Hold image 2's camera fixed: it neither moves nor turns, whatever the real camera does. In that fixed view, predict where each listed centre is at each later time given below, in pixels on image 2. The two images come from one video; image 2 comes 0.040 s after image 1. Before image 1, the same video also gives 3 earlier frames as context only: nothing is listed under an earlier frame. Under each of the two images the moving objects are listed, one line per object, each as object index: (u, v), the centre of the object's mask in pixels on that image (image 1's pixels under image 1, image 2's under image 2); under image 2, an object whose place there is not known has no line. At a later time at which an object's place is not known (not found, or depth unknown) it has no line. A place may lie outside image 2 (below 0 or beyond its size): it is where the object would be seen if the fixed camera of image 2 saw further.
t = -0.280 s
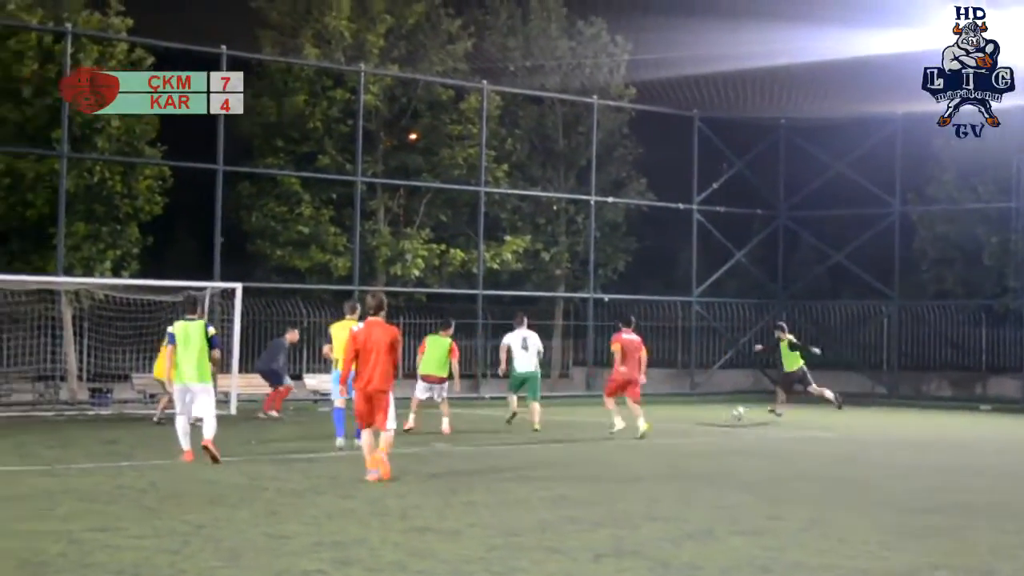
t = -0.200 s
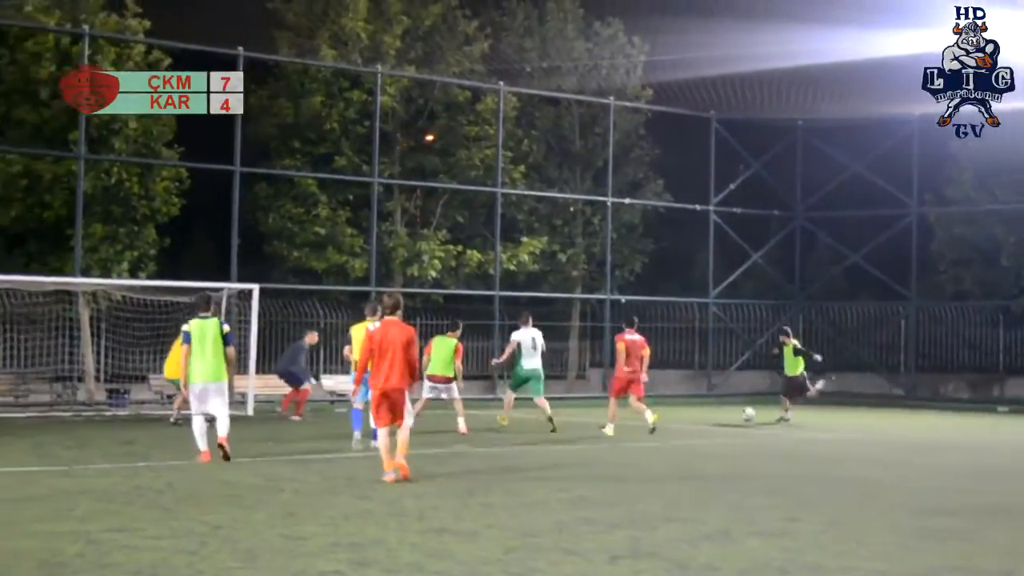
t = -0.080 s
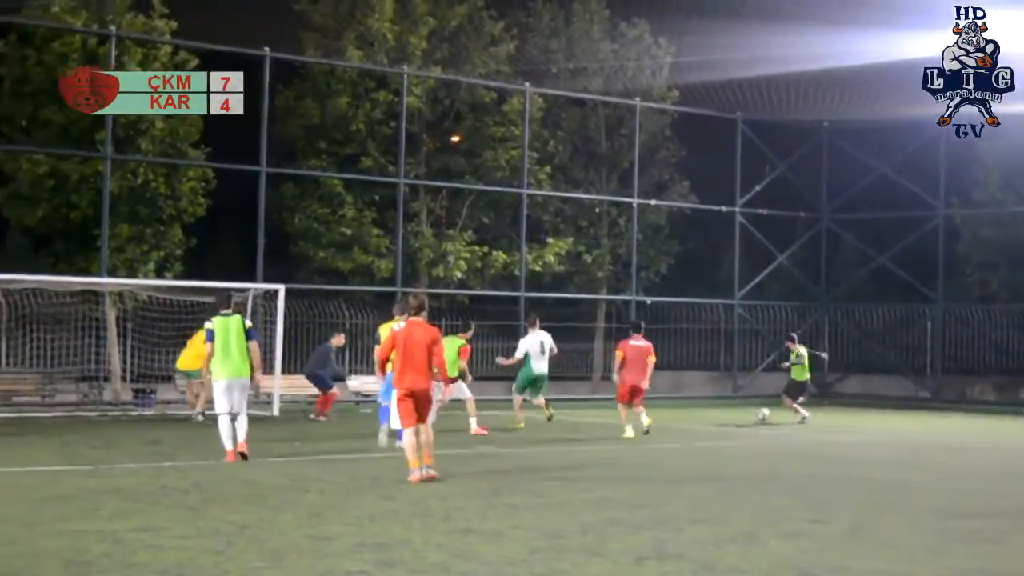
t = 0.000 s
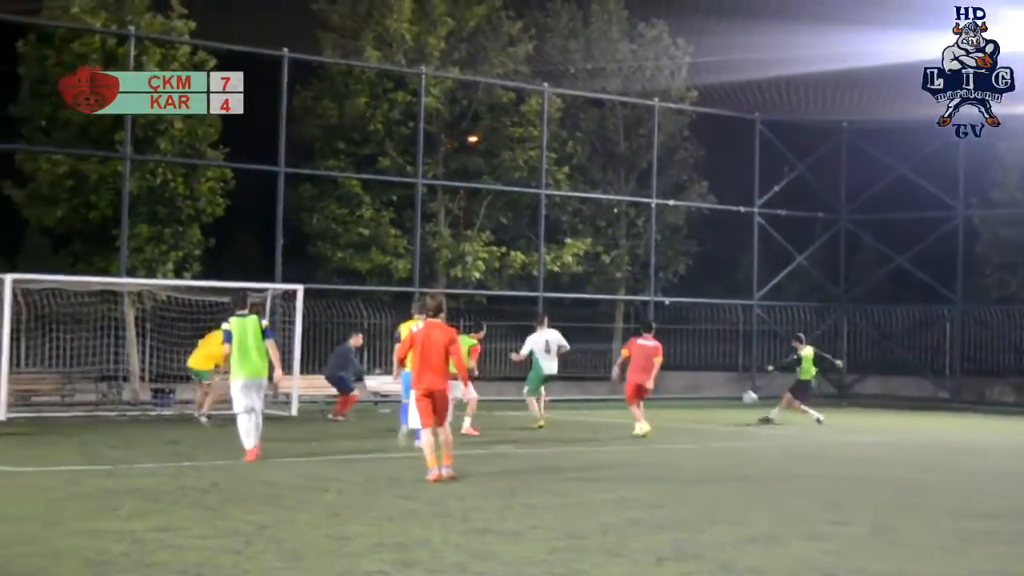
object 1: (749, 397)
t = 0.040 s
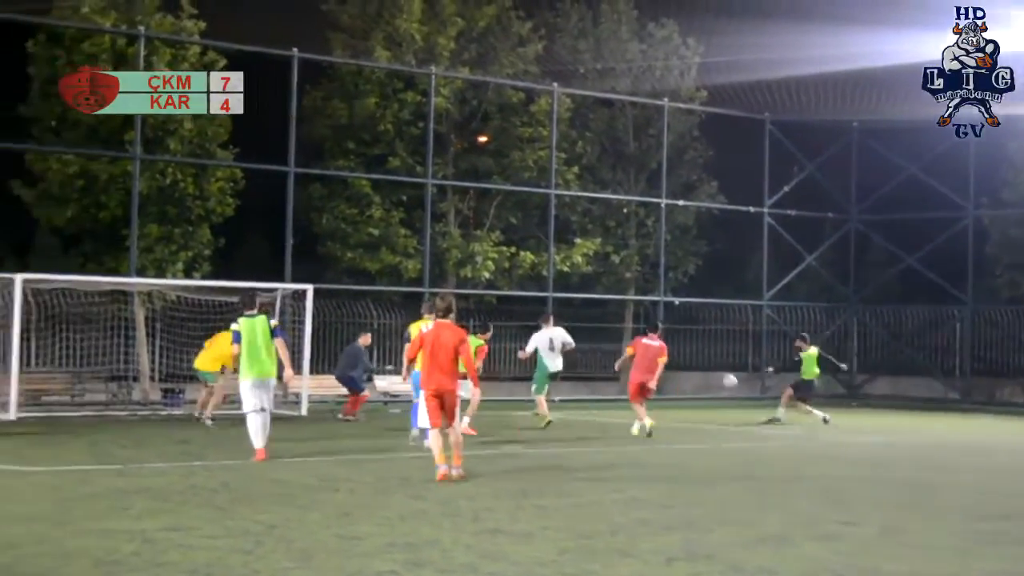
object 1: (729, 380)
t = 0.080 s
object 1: (699, 364)
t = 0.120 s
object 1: (669, 348)
